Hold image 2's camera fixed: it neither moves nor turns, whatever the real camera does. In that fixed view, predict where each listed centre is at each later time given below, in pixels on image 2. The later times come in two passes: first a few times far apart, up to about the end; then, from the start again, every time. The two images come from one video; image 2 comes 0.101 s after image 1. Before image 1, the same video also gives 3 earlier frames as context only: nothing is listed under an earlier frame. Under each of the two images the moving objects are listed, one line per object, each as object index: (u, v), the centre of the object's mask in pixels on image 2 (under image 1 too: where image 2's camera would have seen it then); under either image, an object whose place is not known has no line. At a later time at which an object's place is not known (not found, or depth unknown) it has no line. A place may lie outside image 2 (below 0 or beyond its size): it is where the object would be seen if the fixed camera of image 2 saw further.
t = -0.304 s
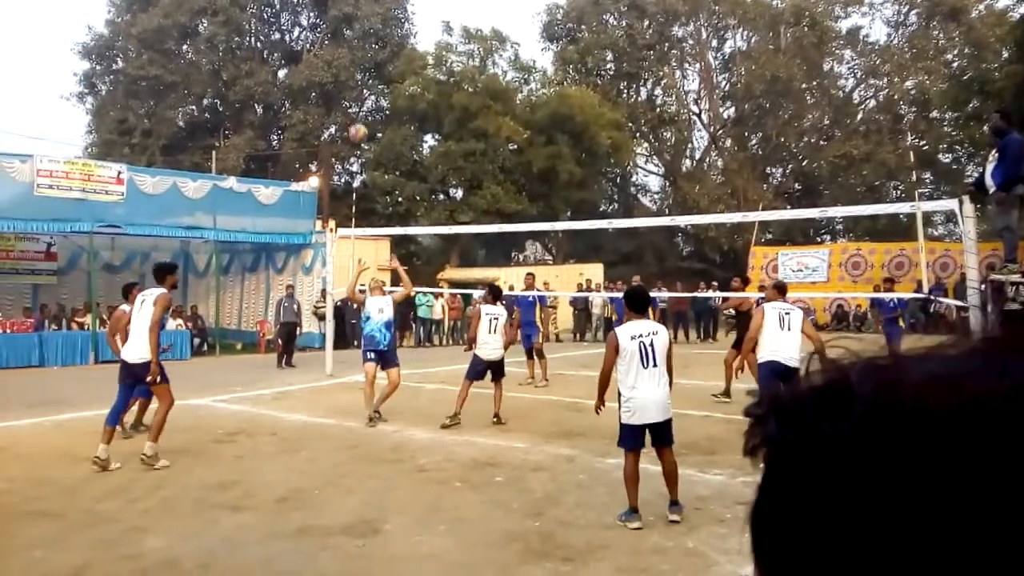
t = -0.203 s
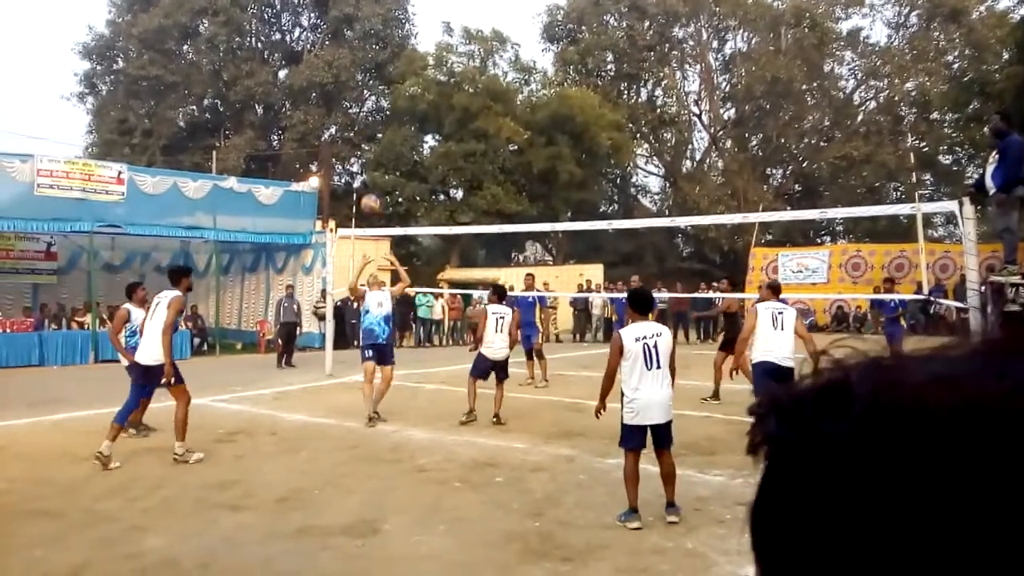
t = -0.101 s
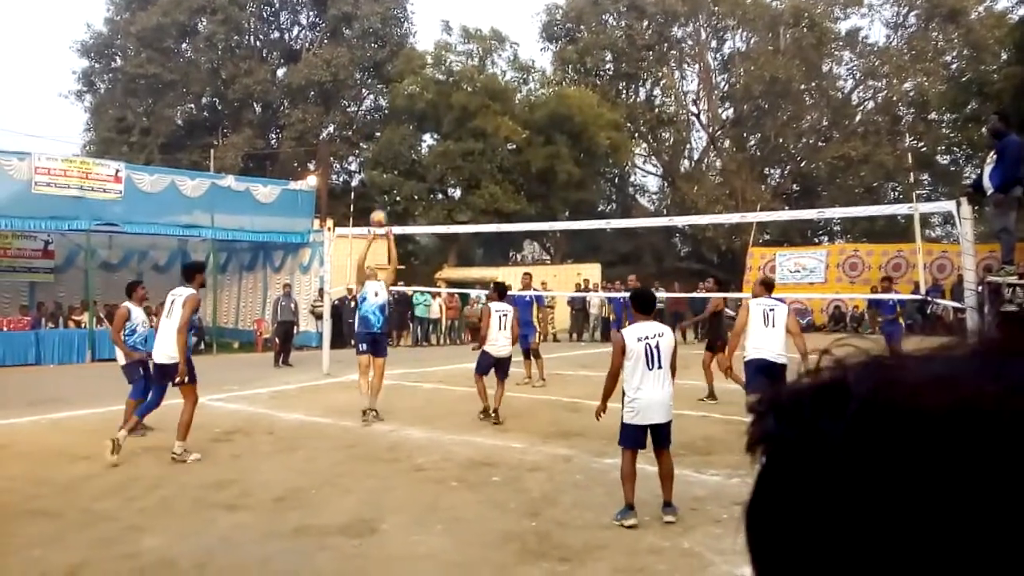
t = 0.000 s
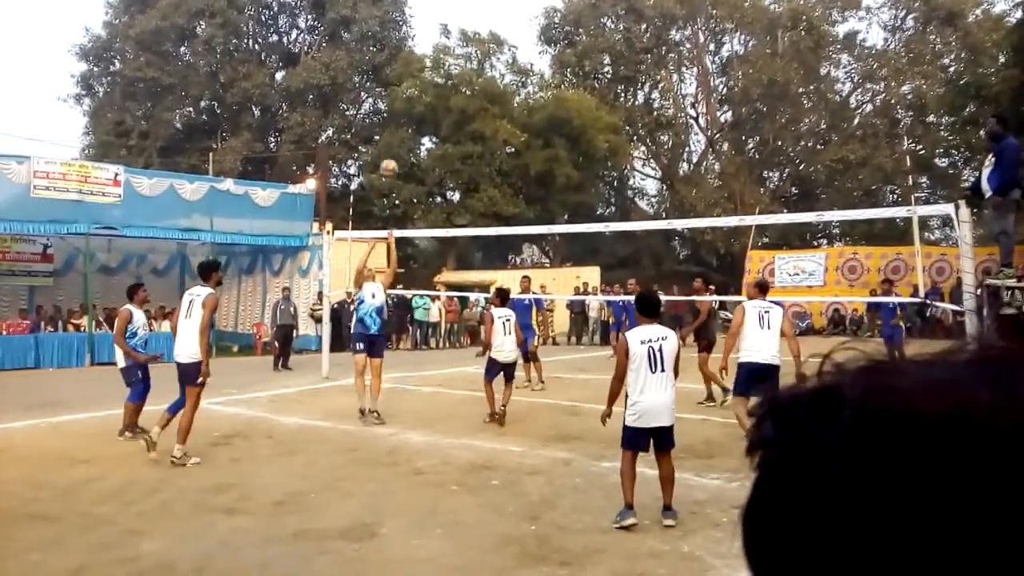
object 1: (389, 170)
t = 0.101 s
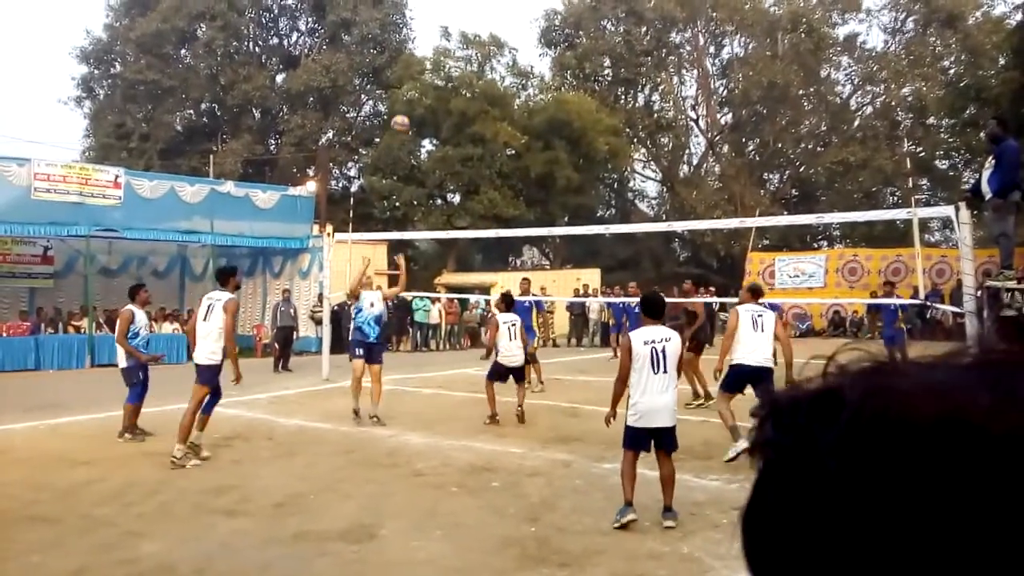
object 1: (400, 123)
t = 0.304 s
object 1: (423, 57)
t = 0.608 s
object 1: (456, 14)
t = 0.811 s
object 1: (479, 29)
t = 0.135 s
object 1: (404, 109)
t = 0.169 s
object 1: (408, 96)
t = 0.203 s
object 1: (412, 86)
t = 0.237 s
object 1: (416, 74)
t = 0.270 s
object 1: (419, 65)
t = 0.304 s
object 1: (423, 57)
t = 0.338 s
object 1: (427, 47)
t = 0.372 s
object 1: (430, 40)
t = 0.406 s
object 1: (434, 33)
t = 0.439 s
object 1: (438, 28)
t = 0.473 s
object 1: (442, 24)
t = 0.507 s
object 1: (445, 19)
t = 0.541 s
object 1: (449, 17)
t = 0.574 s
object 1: (452, 15)
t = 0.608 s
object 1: (456, 14)
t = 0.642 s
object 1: (460, 13)
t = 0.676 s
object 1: (464, 14)
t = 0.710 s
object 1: (468, 16)
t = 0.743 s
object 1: (472, 19)
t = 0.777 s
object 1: (475, 24)
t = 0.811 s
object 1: (479, 29)
